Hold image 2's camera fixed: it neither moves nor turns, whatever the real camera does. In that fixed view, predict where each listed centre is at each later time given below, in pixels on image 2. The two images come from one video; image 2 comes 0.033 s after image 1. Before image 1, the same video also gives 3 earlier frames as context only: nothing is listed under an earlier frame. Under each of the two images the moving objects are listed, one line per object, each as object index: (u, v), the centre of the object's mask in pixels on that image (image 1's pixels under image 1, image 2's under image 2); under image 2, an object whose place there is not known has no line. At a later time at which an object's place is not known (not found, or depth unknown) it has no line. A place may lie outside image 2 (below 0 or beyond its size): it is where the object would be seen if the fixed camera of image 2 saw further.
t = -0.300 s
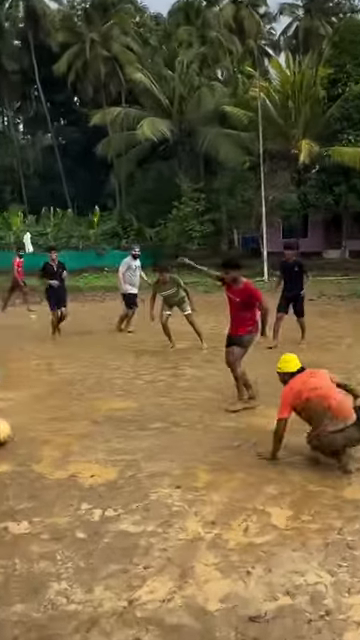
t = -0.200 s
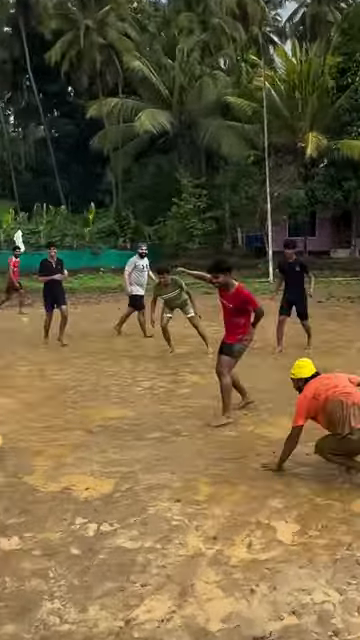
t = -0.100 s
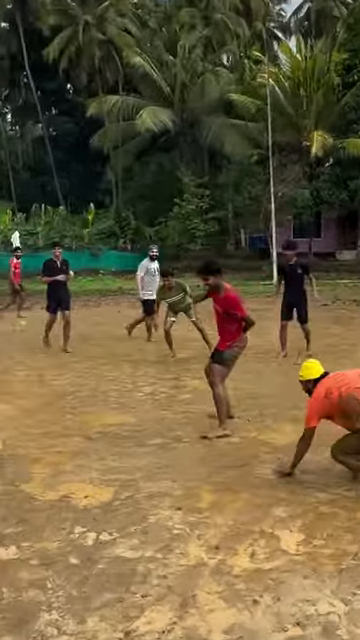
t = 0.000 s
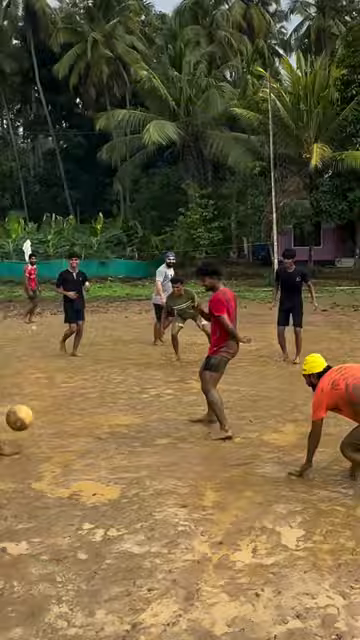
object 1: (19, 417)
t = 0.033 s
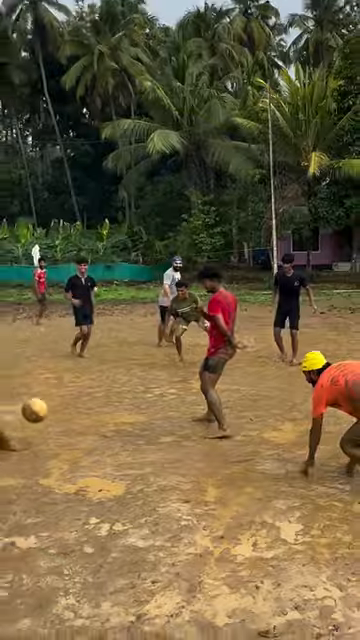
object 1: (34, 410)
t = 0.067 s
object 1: (44, 405)
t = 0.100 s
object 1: (53, 402)
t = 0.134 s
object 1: (63, 400)
